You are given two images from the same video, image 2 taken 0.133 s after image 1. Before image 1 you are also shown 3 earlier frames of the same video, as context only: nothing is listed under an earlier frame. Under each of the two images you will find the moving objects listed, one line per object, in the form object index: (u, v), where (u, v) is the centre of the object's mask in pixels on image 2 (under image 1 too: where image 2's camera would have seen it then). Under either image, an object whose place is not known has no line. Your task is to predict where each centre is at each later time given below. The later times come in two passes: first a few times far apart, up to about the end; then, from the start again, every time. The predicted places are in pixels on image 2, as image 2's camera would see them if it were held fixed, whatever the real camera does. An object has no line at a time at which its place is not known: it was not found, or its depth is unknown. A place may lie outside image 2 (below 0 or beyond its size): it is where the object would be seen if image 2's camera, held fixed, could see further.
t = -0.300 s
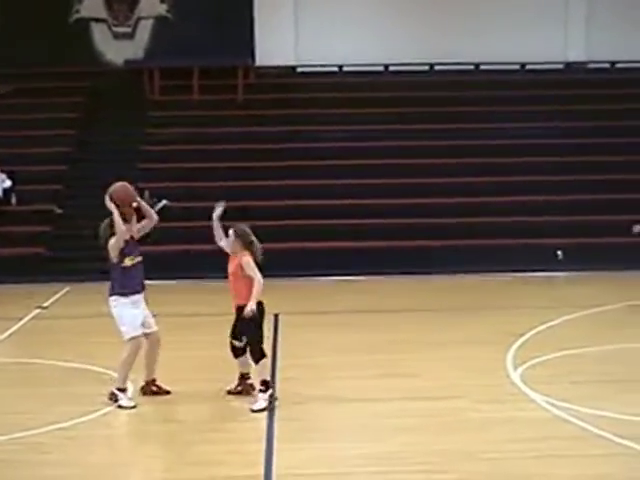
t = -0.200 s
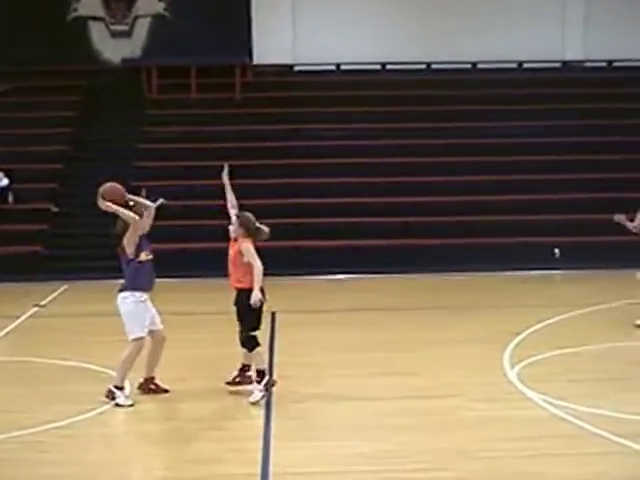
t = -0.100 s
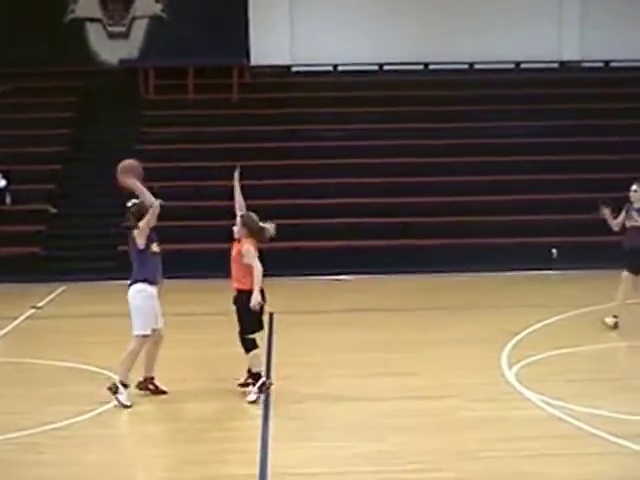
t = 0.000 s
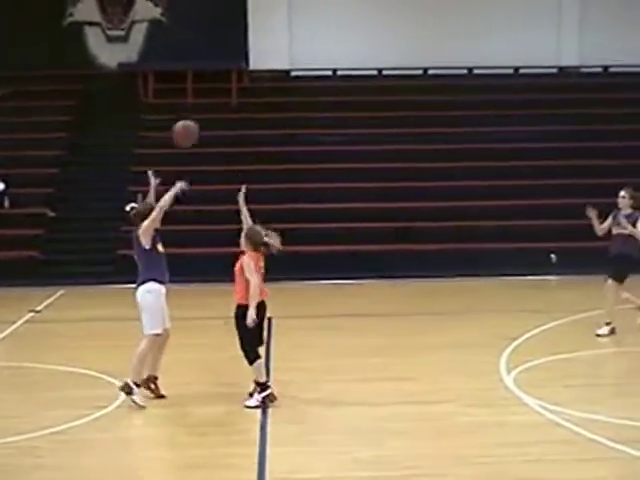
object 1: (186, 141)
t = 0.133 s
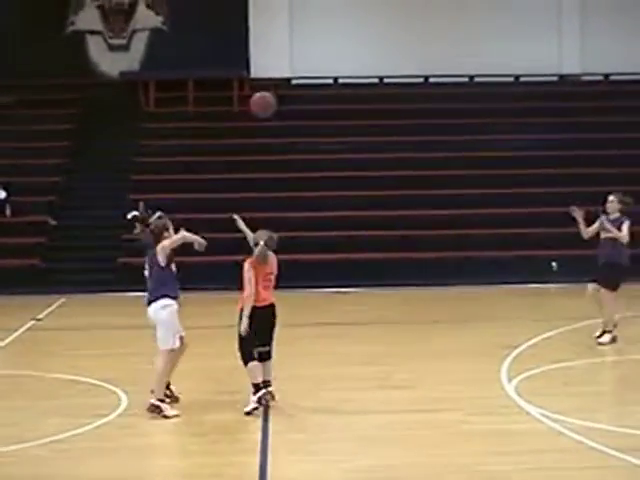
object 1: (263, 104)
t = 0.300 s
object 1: (349, 90)
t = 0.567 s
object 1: (468, 122)
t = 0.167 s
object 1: (281, 98)
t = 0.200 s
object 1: (298, 95)
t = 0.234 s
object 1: (315, 93)
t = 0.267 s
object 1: (331, 91)
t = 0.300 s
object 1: (349, 90)
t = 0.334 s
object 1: (365, 91)
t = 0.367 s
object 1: (380, 92)
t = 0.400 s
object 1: (396, 94)
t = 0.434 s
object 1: (411, 97)
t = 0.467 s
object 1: (425, 101)
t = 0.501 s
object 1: (440, 107)
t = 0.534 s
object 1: (454, 115)
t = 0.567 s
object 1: (468, 122)
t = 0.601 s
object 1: (482, 131)
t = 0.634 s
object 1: (496, 141)
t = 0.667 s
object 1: (509, 151)
